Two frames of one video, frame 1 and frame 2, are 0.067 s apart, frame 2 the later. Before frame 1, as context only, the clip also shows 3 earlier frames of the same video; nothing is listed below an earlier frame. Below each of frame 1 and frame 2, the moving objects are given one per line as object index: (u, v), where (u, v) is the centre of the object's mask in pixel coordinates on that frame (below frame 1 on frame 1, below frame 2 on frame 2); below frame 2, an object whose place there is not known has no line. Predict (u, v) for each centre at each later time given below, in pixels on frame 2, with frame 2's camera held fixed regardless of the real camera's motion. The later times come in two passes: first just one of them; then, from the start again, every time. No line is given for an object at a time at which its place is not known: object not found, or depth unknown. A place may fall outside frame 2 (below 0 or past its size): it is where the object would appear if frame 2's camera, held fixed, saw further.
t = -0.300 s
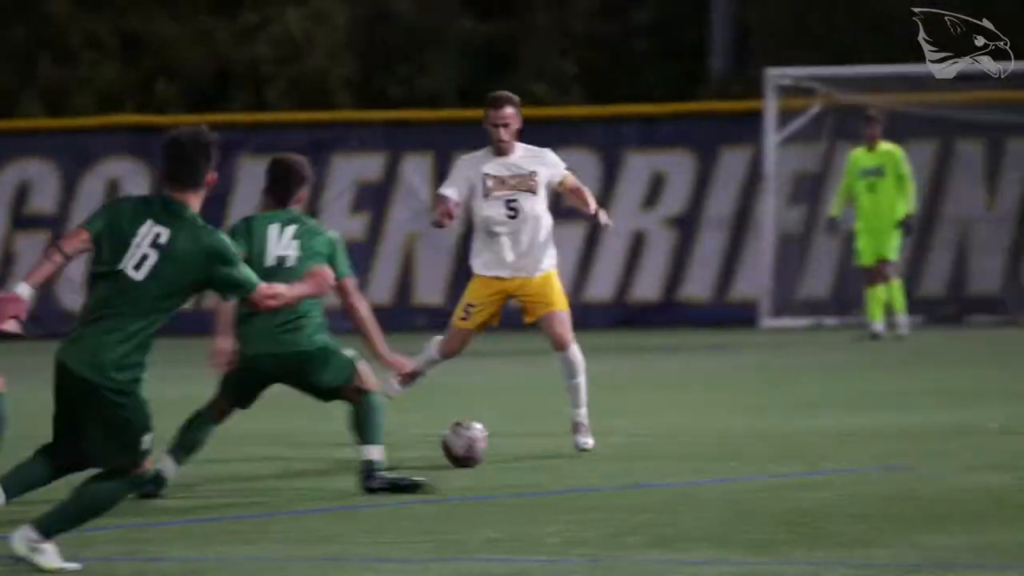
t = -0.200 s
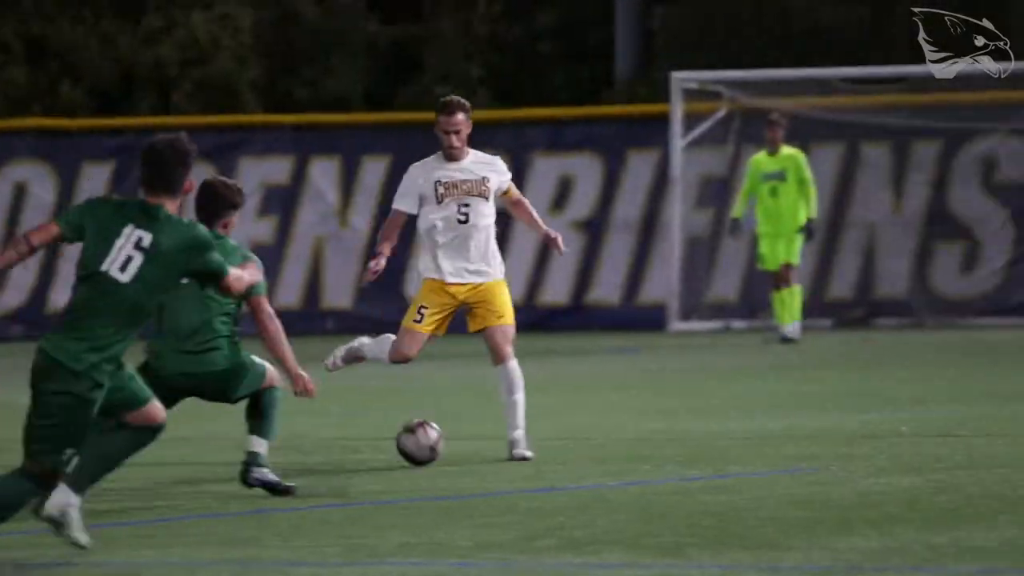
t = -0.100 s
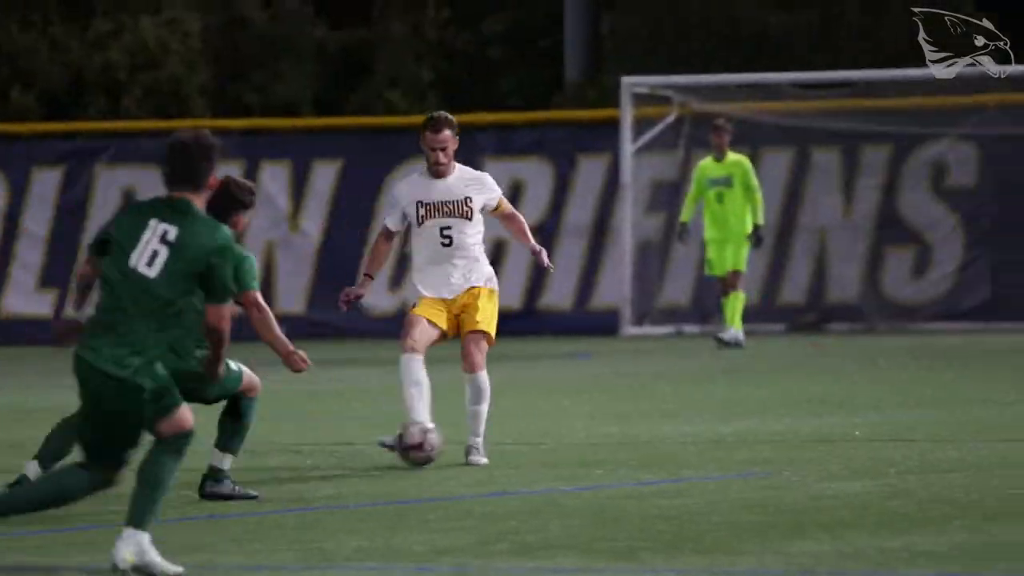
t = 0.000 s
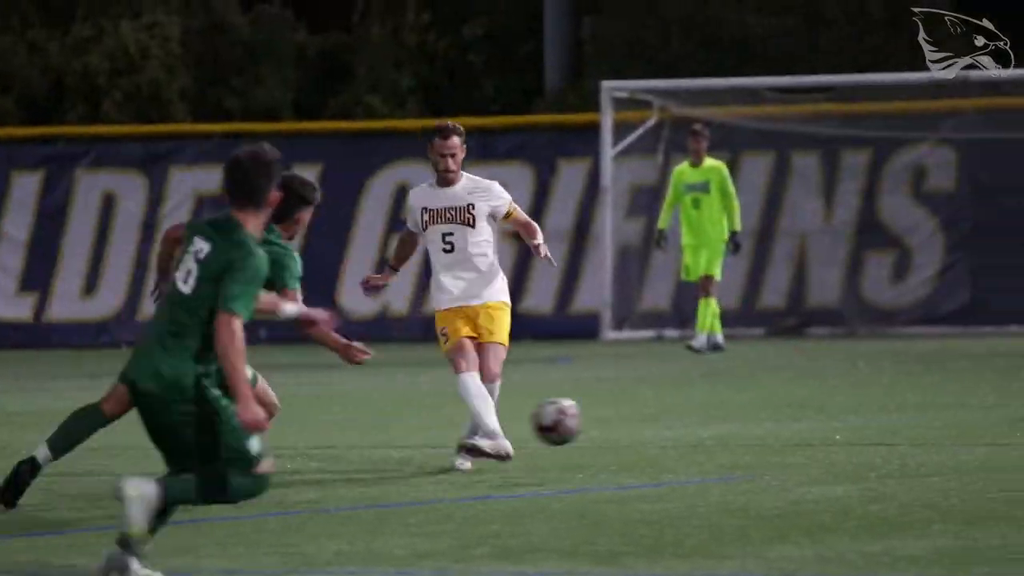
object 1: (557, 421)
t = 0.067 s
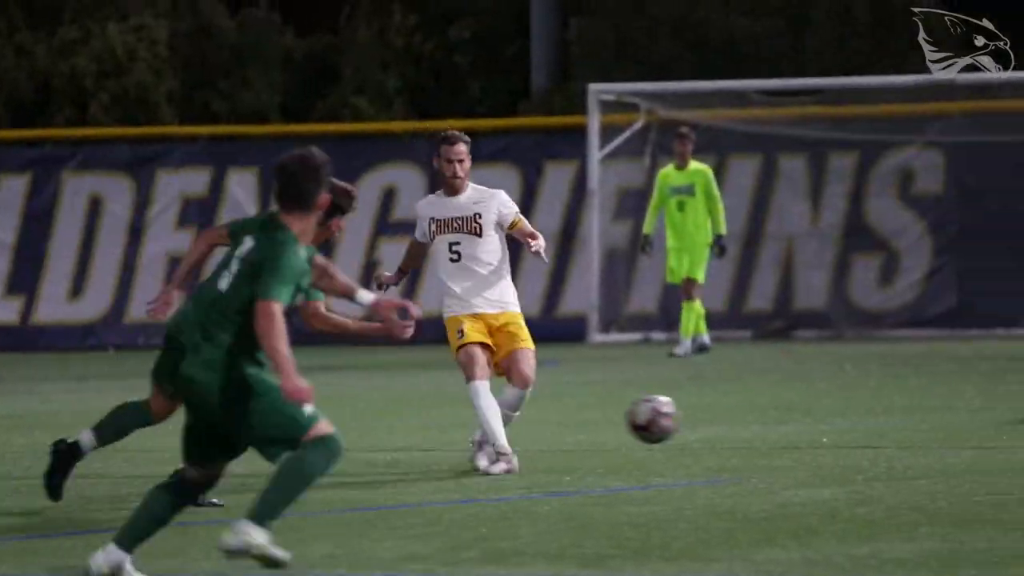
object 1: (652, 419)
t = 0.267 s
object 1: (996, 481)
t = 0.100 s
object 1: (708, 421)
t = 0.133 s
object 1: (765, 426)
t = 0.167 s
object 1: (822, 434)
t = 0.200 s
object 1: (880, 446)
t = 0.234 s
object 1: (939, 462)
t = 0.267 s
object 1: (996, 481)
